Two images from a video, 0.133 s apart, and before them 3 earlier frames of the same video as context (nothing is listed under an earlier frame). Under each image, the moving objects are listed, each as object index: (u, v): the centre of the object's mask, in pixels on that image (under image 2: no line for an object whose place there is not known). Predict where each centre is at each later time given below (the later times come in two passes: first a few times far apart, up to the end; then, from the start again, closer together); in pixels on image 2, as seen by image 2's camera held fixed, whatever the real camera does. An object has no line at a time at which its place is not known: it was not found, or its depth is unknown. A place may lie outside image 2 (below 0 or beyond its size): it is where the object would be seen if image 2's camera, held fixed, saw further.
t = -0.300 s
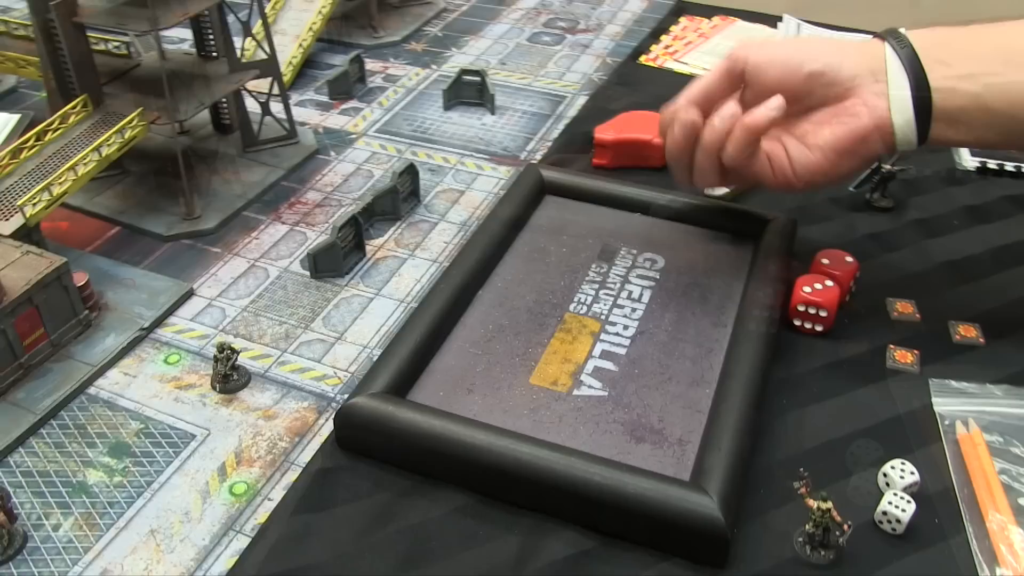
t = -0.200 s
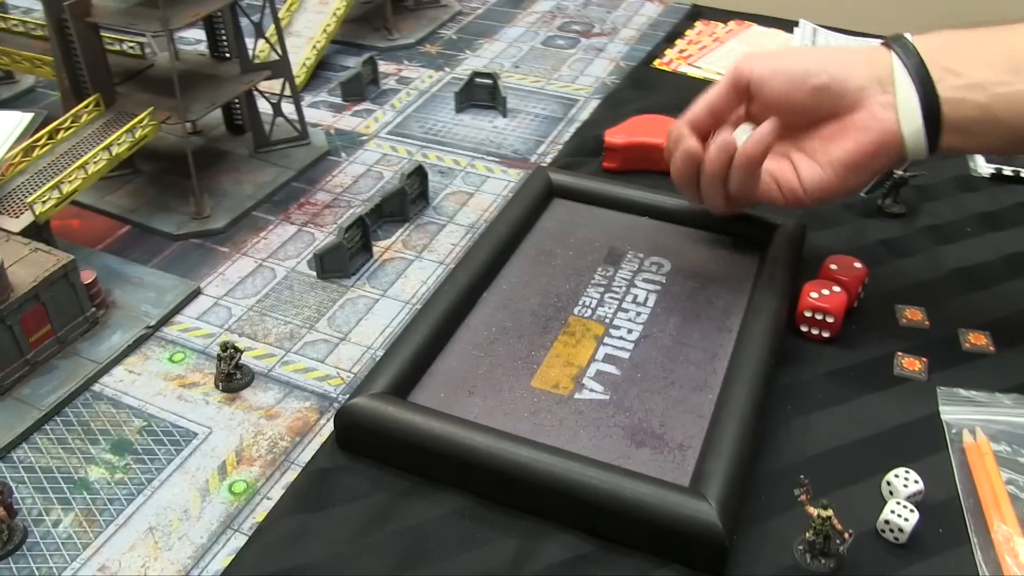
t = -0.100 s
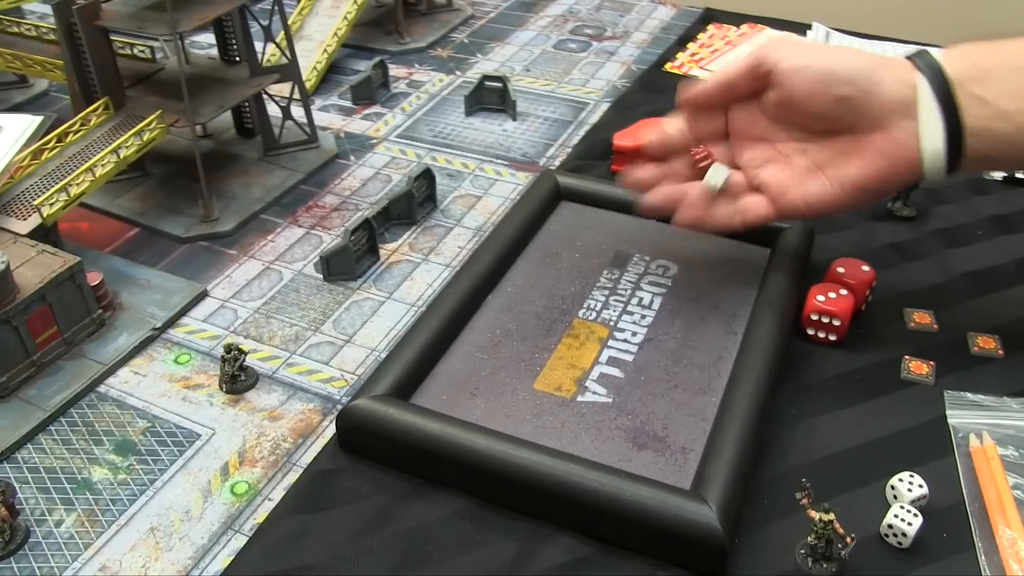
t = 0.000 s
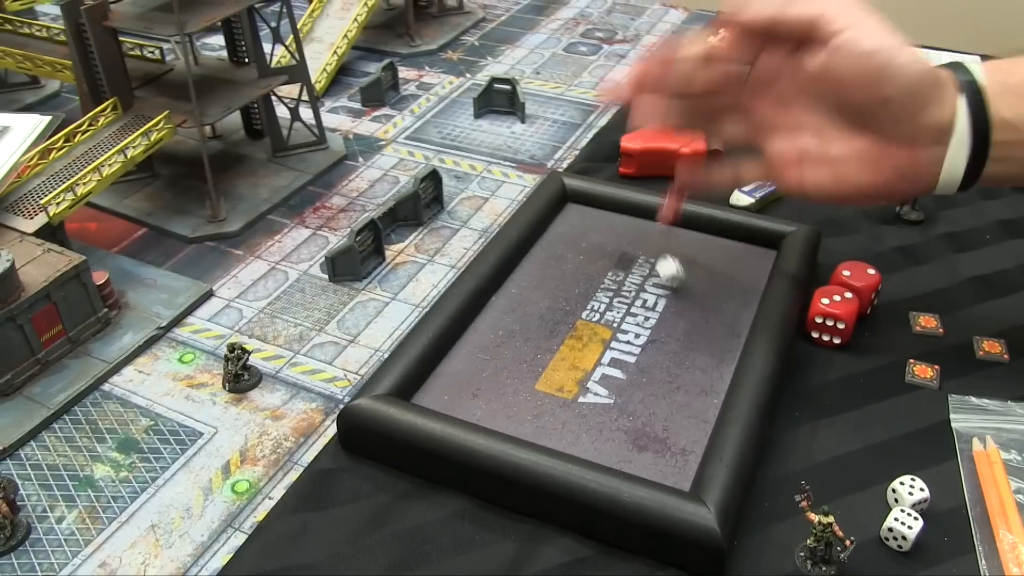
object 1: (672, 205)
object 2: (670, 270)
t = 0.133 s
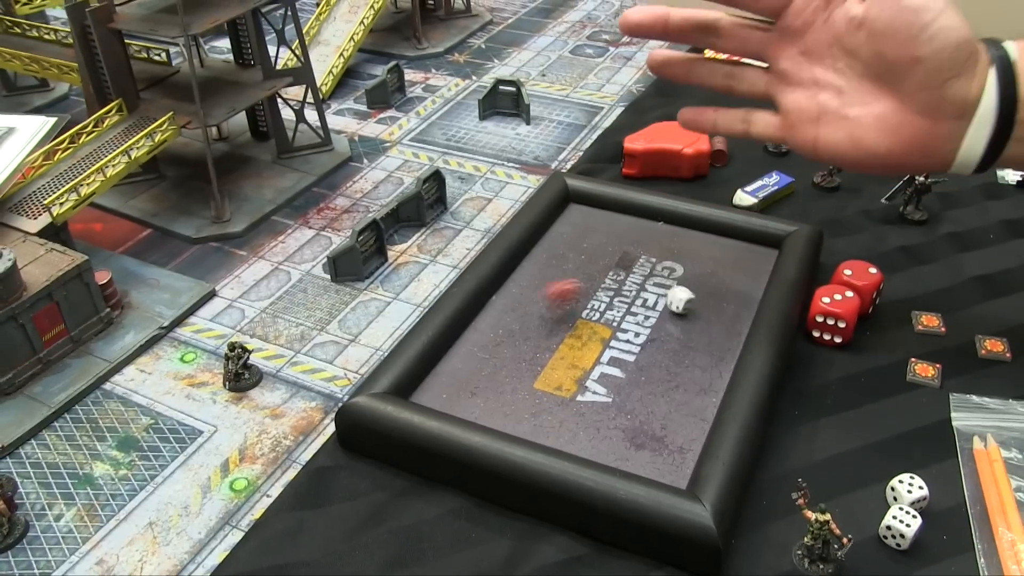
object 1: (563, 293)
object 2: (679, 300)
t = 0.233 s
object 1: (468, 325)
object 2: (687, 304)
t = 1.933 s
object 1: (582, 289)
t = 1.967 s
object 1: (583, 289)
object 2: (686, 302)
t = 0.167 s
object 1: (532, 306)
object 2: (684, 302)
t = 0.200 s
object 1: (501, 320)
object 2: (687, 304)
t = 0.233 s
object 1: (468, 325)
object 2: (687, 304)
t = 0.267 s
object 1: (454, 345)
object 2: (686, 304)
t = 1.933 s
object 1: (582, 289)
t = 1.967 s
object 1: (583, 289)
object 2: (686, 302)
